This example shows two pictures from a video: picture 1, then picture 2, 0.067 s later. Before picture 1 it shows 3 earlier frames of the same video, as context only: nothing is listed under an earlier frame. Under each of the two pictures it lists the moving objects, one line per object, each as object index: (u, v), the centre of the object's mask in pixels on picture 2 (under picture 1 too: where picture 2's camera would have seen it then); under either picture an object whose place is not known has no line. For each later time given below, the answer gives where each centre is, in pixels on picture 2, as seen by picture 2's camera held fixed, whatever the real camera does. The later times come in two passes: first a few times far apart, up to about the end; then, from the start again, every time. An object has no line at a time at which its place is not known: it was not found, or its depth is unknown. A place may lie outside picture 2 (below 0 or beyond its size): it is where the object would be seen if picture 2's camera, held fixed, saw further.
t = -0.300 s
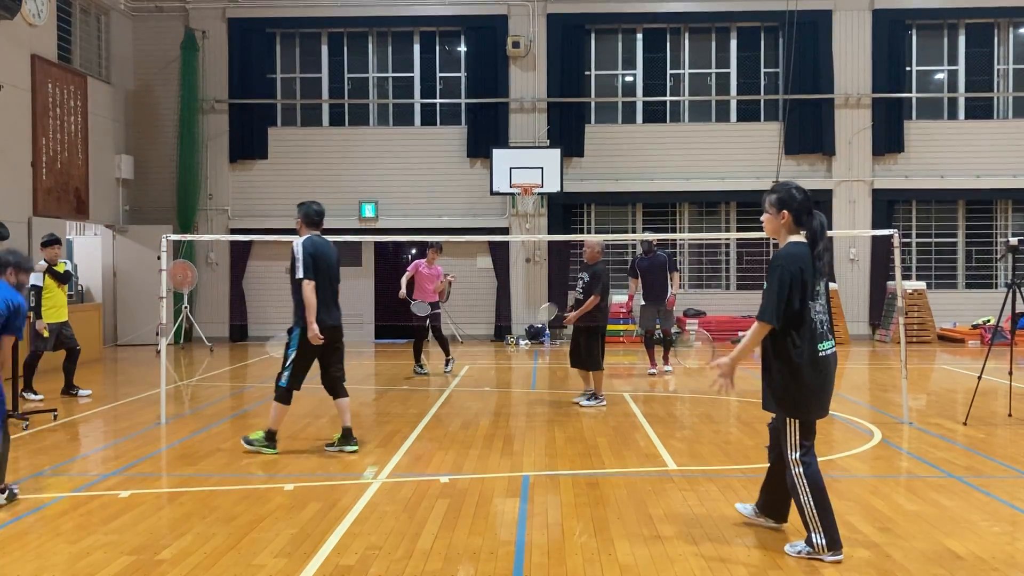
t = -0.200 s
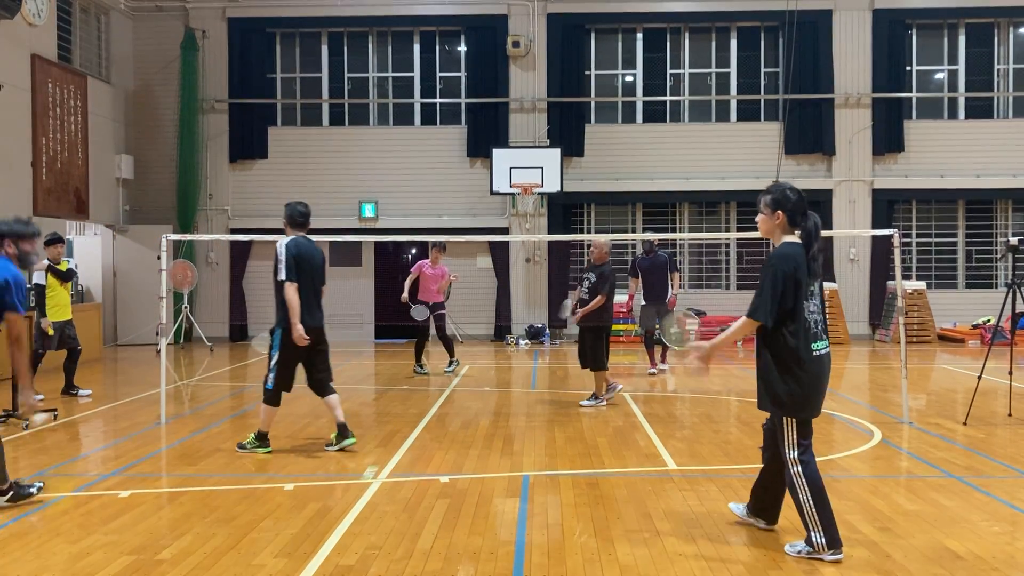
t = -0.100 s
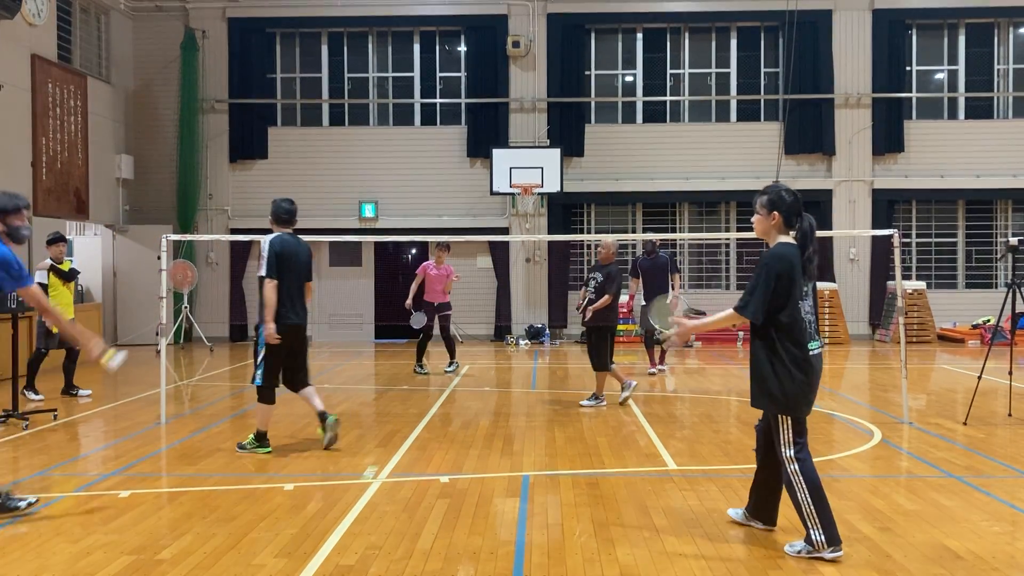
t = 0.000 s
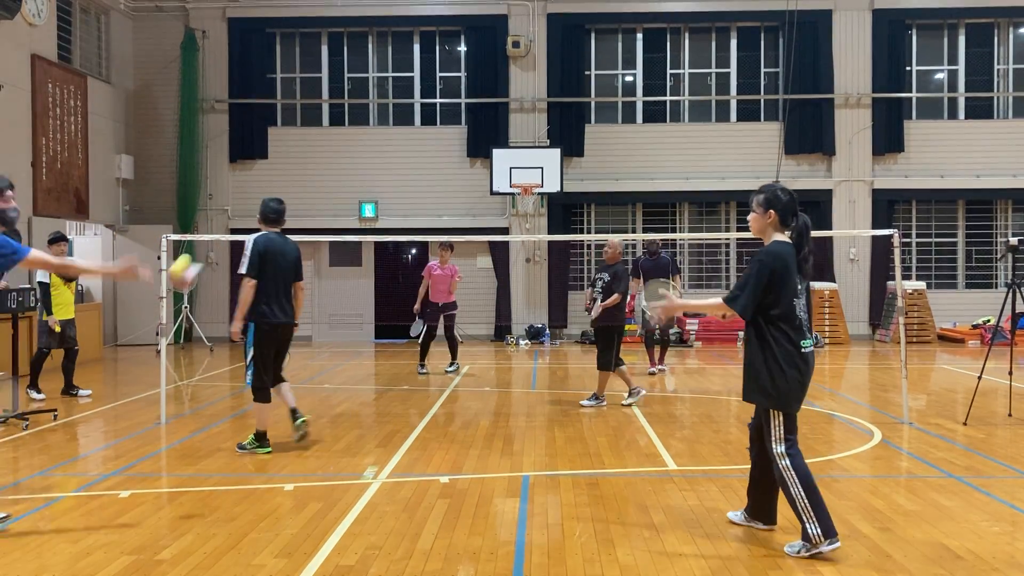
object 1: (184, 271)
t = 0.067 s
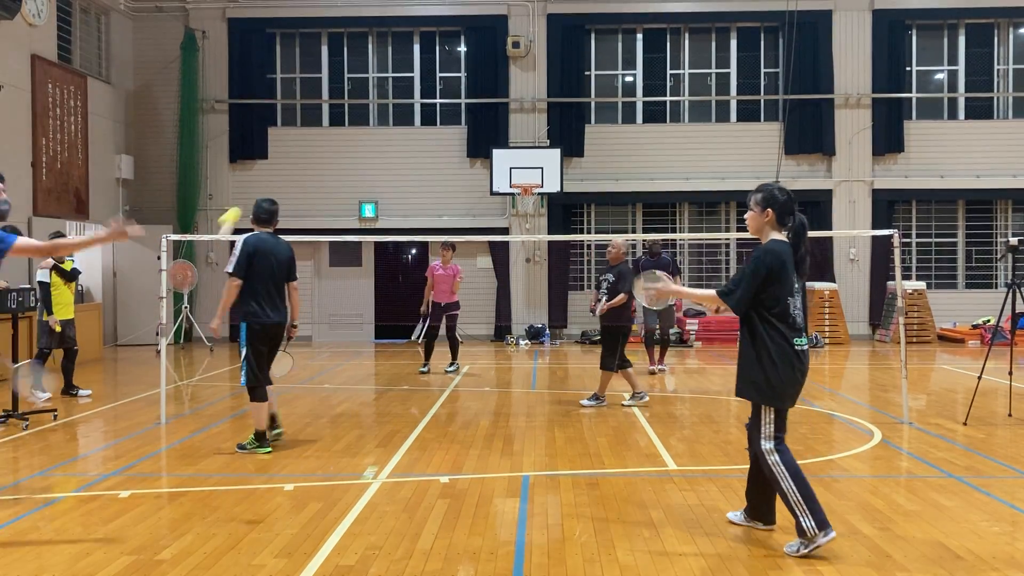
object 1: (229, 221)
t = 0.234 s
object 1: (335, 147)
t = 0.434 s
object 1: (447, 139)
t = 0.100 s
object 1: (248, 203)
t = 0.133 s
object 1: (271, 184)
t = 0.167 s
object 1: (293, 169)
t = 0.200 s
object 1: (314, 157)
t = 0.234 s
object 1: (335, 147)
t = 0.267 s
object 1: (355, 140)
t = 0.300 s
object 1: (374, 136)
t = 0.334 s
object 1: (393, 133)
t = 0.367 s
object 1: (412, 133)
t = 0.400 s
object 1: (430, 135)
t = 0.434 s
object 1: (447, 139)
